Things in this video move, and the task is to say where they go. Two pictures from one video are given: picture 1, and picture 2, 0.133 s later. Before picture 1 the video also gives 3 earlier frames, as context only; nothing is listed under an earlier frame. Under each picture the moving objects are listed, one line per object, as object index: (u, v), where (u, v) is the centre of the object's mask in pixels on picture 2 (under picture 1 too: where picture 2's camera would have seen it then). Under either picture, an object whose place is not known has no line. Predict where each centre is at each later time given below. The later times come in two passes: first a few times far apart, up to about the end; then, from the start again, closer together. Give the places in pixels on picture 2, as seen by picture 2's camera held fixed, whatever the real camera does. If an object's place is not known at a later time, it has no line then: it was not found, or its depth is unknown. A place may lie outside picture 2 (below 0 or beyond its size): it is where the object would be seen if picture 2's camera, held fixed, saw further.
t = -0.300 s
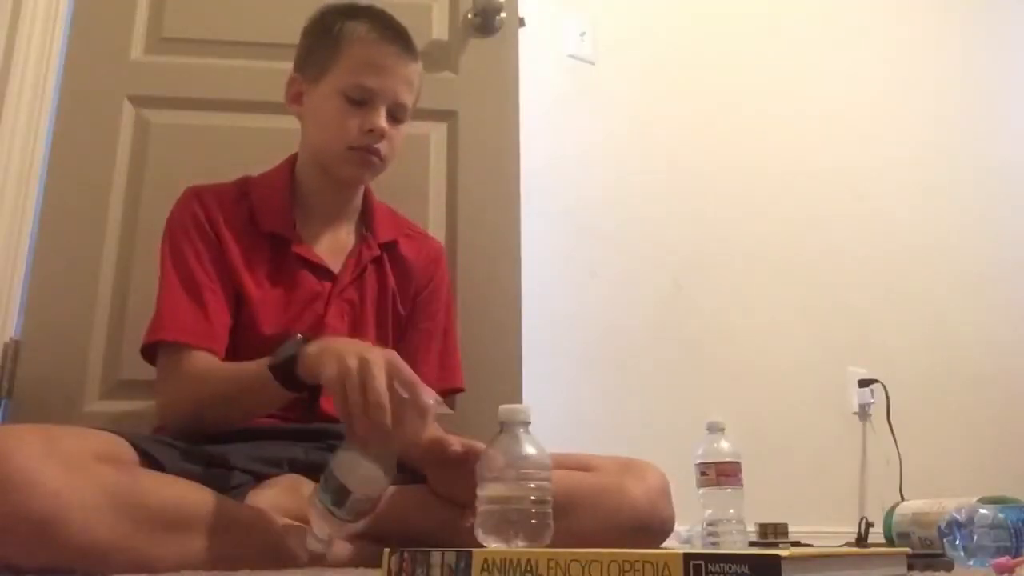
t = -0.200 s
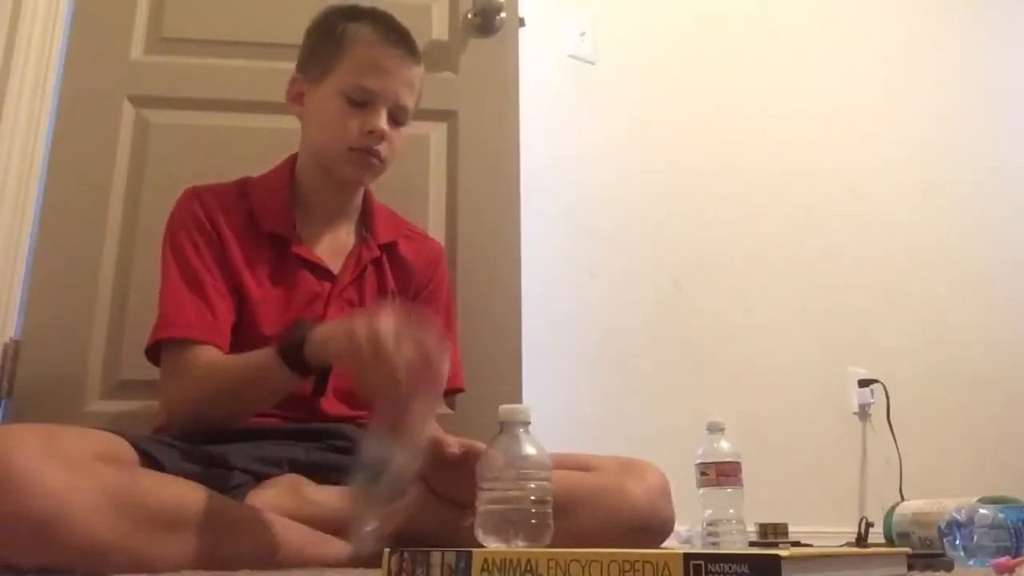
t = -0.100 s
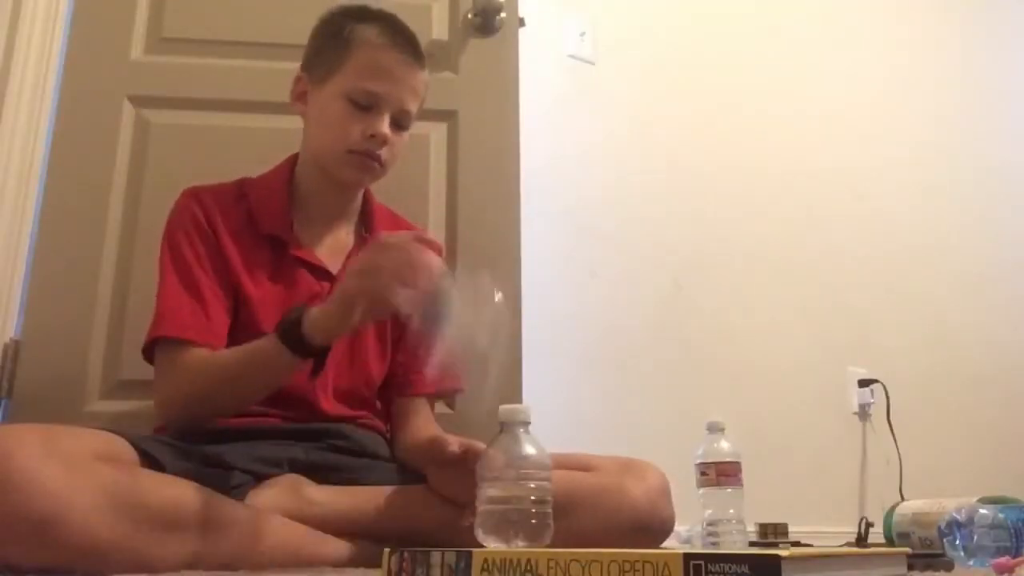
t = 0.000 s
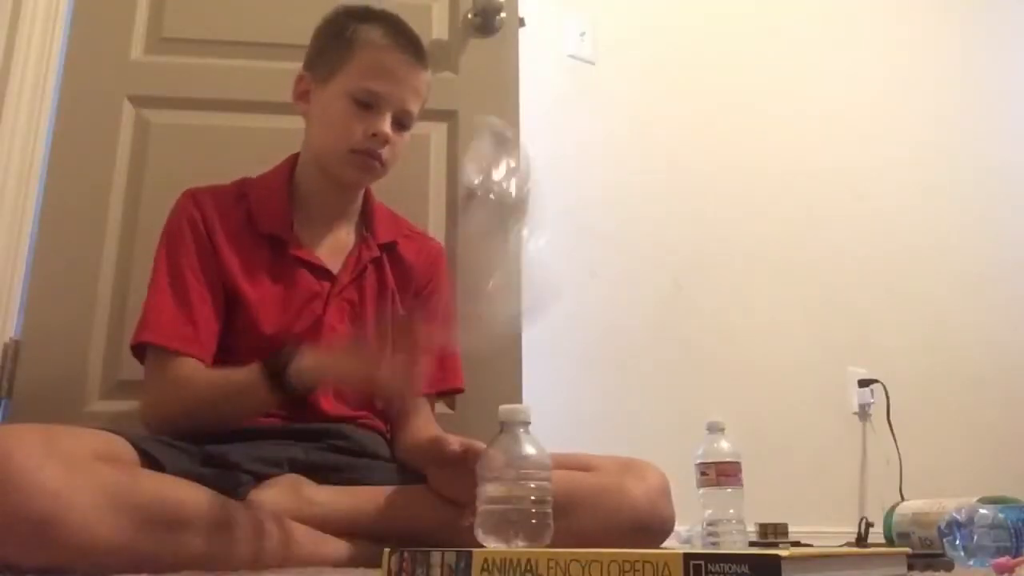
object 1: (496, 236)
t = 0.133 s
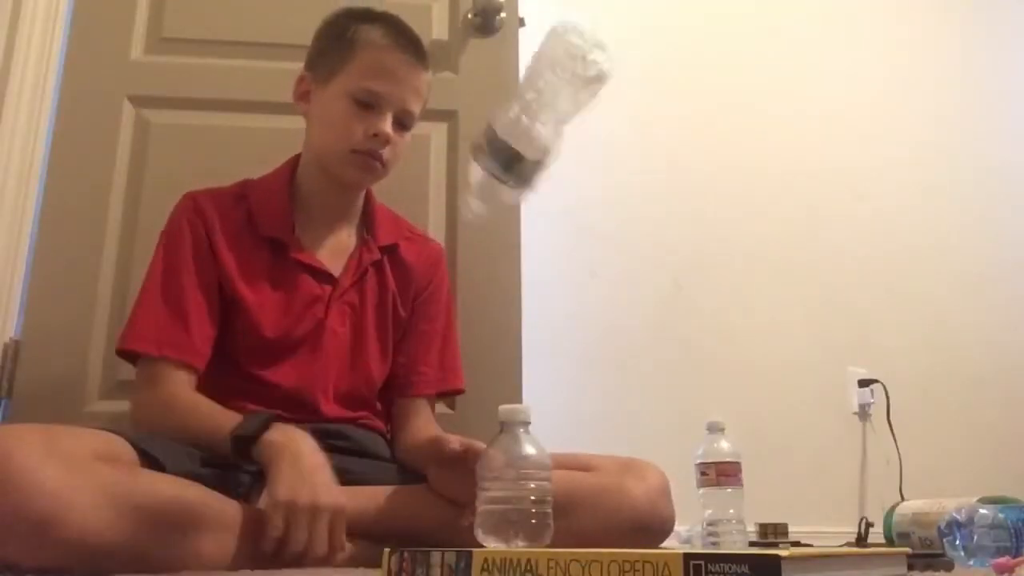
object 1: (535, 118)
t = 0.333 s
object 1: (559, 406)
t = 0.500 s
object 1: (560, 408)
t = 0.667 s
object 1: (559, 408)
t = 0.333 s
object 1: (559, 406)
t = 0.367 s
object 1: (562, 407)
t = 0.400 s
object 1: (562, 407)
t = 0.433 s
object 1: (561, 407)
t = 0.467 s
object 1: (561, 407)
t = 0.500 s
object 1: (560, 408)
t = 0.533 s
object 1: (561, 408)
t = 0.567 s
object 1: (562, 407)
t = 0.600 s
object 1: (561, 407)
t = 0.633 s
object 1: (560, 407)
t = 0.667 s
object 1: (559, 408)
